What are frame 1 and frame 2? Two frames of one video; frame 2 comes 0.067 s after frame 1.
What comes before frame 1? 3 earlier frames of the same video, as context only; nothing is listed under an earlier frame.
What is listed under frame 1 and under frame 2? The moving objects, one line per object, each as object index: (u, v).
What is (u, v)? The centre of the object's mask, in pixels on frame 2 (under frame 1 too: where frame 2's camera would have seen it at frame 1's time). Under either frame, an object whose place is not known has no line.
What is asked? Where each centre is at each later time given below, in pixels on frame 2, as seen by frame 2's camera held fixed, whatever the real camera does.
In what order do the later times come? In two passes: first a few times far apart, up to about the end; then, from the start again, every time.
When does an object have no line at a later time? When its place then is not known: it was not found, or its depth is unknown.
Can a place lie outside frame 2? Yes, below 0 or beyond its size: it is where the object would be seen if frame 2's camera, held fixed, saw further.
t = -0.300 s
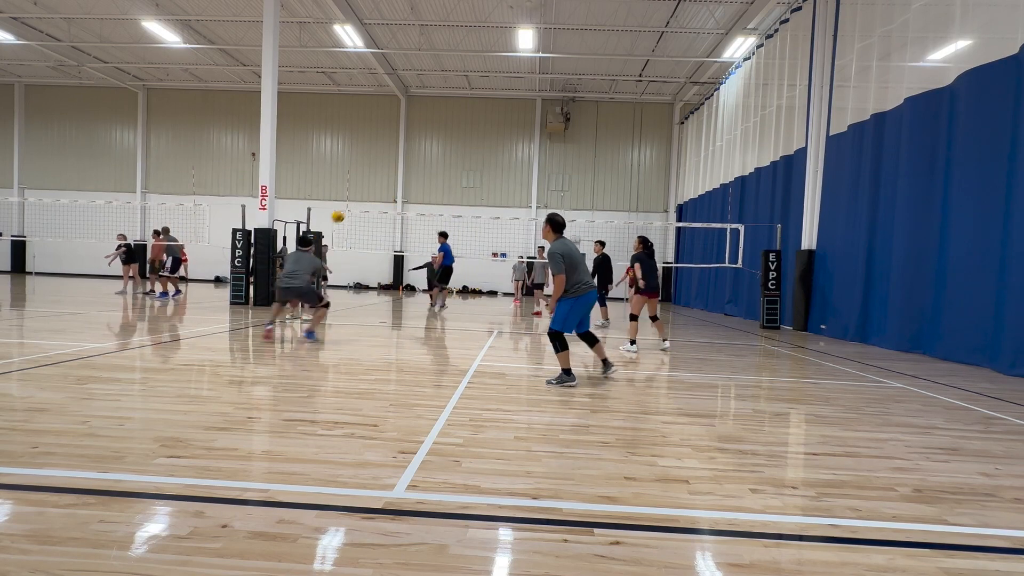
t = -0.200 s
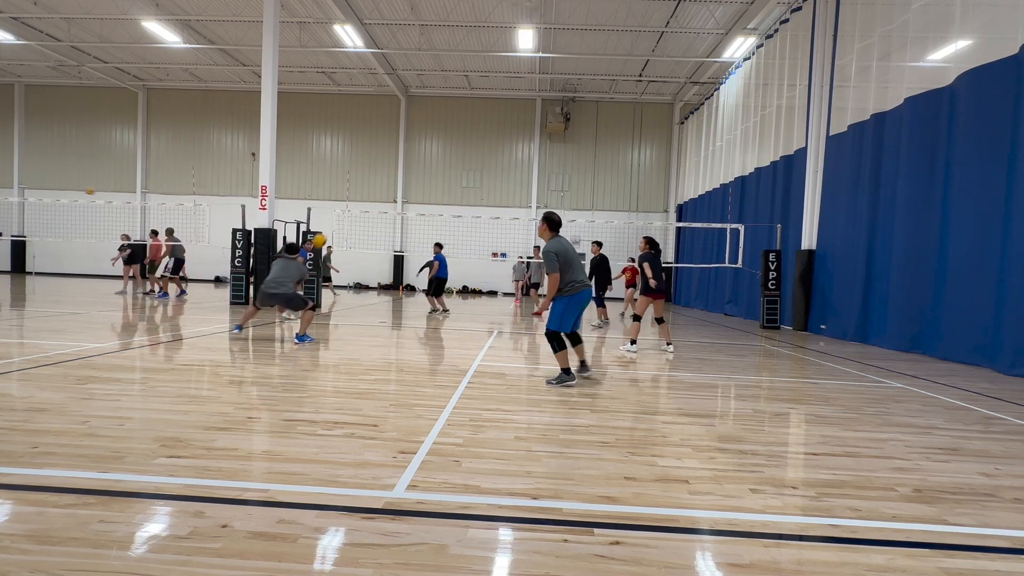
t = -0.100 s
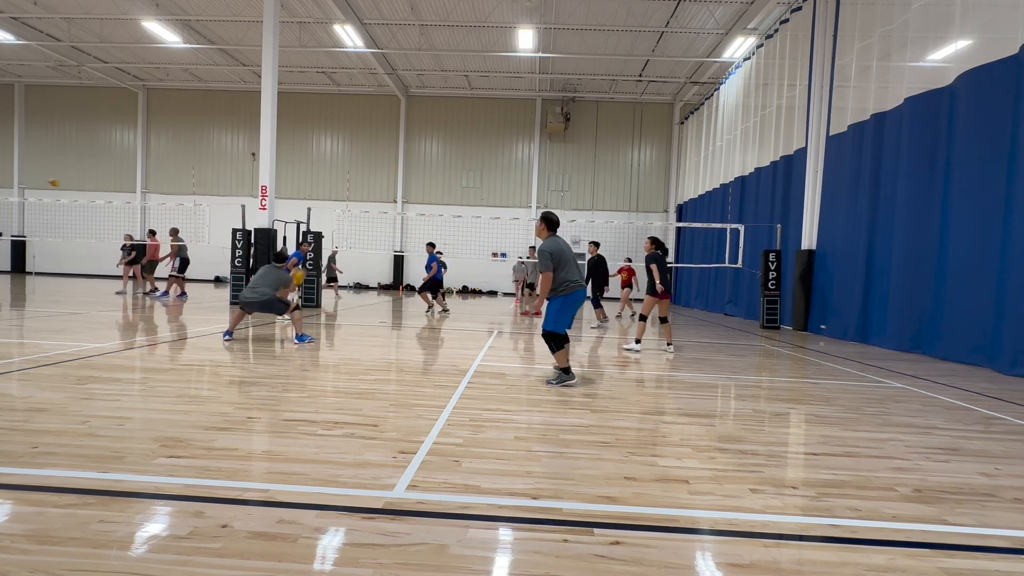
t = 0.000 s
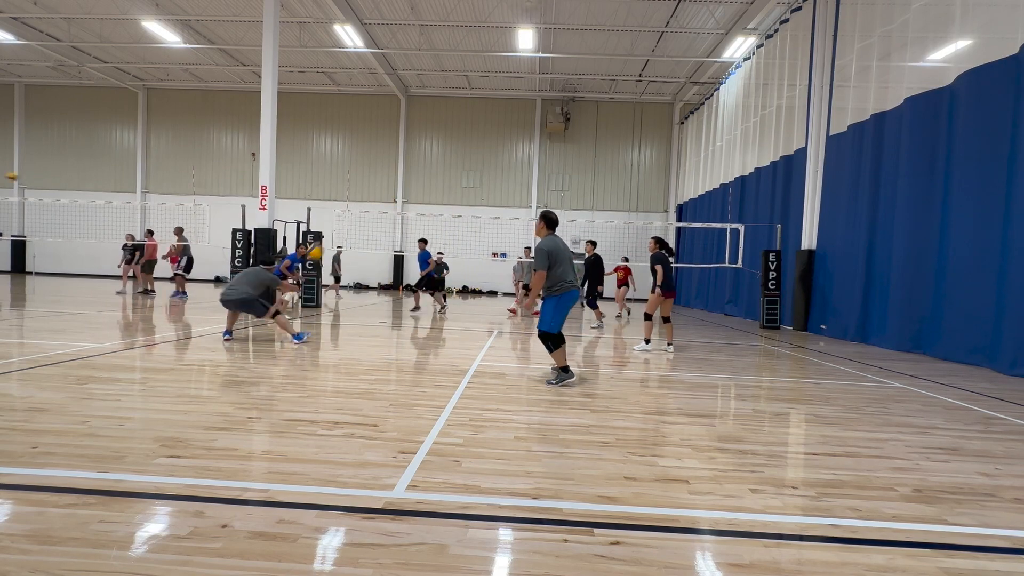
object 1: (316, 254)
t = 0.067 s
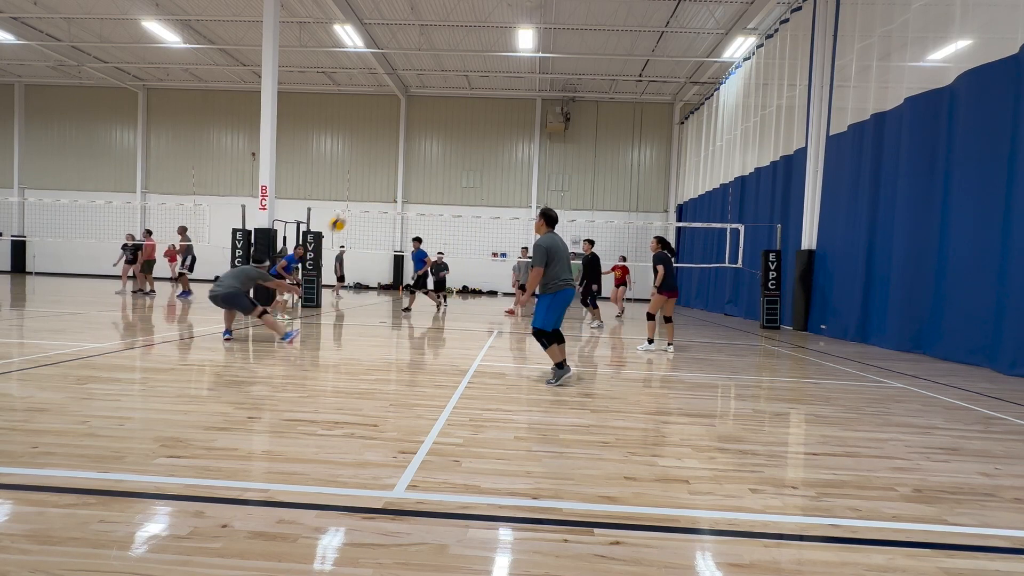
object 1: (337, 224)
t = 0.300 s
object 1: (413, 148)
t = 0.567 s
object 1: (498, 110)
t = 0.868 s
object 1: (593, 129)
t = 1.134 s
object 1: (673, 205)
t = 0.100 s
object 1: (348, 210)
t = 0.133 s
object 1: (358, 198)
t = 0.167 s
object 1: (370, 186)
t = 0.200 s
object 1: (380, 175)
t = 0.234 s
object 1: (391, 166)
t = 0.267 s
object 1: (402, 156)
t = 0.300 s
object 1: (413, 148)
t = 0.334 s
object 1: (424, 140)
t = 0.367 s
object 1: (433, 133)
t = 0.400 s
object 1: (444, 128)
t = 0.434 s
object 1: (455, 123)
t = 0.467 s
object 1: (467, 118)
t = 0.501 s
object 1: (477, 114)
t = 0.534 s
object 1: (487, 112)
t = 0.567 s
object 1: (498, 110)
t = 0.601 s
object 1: (509, 109)
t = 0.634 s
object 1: (520, 108)
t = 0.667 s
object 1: (529, 109)
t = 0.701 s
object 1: (540, 110)
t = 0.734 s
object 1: (551, 112)
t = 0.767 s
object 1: (561, 115)
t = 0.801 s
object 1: (572, 119)
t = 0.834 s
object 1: (582, 124)
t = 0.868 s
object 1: (593, 129)
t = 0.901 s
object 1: (603, 135)
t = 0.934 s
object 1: (613, 143)
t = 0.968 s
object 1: (623, 151)
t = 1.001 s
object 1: (633, 160)
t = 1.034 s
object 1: (644, 169)
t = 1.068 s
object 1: (653, 179)
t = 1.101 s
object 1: (664, 192)
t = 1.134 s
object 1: (673, 205)
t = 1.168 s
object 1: (683, 216)
